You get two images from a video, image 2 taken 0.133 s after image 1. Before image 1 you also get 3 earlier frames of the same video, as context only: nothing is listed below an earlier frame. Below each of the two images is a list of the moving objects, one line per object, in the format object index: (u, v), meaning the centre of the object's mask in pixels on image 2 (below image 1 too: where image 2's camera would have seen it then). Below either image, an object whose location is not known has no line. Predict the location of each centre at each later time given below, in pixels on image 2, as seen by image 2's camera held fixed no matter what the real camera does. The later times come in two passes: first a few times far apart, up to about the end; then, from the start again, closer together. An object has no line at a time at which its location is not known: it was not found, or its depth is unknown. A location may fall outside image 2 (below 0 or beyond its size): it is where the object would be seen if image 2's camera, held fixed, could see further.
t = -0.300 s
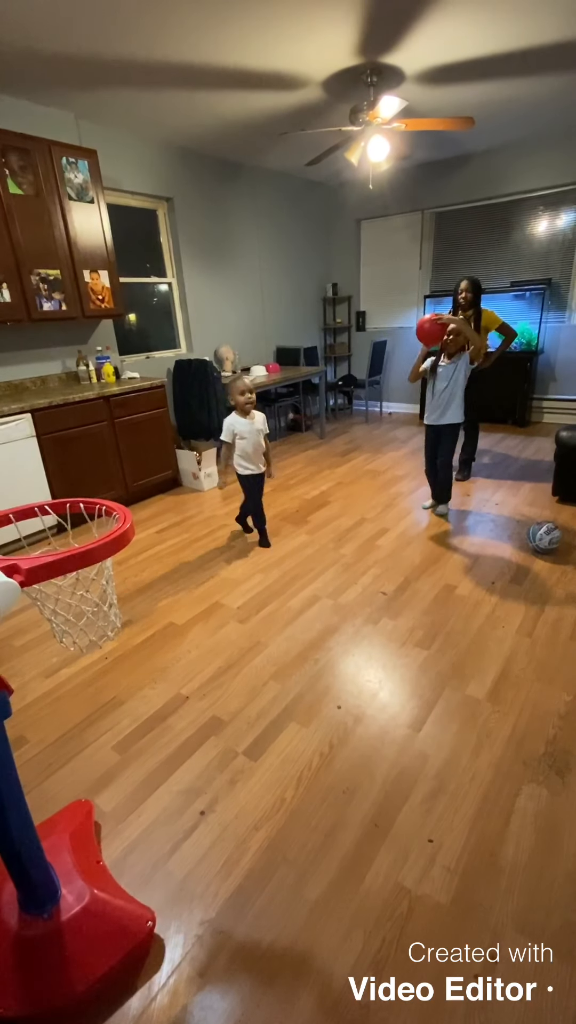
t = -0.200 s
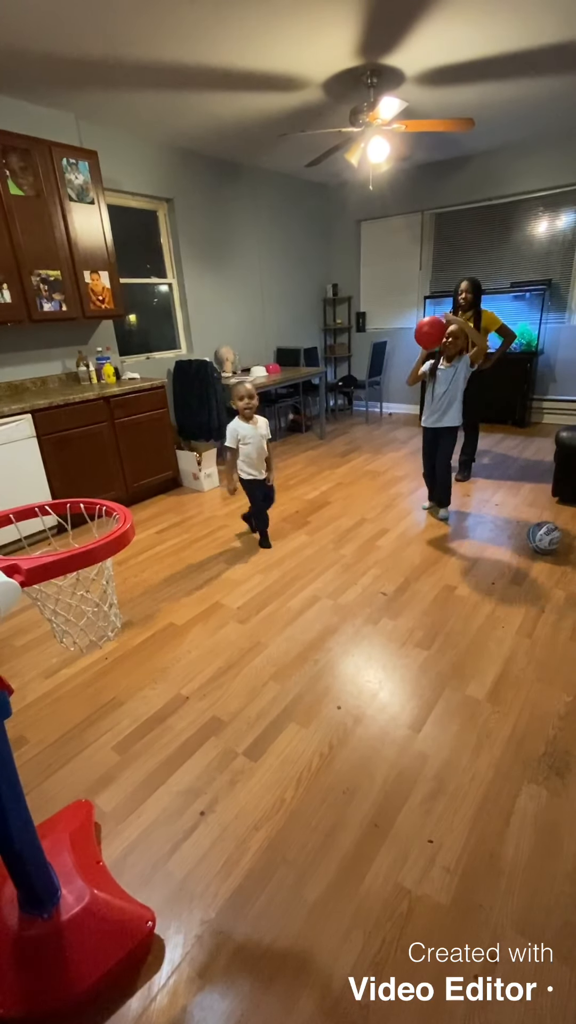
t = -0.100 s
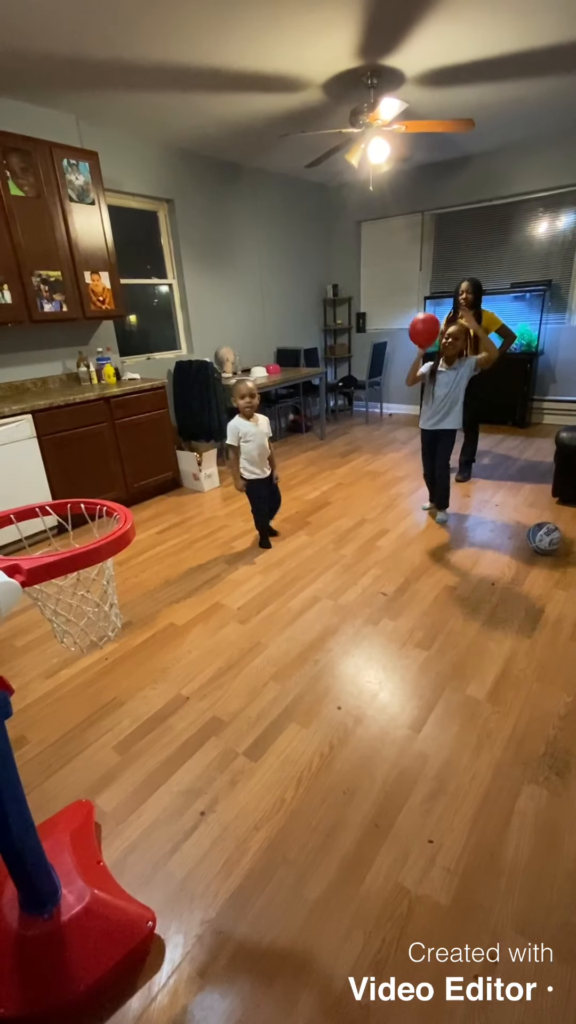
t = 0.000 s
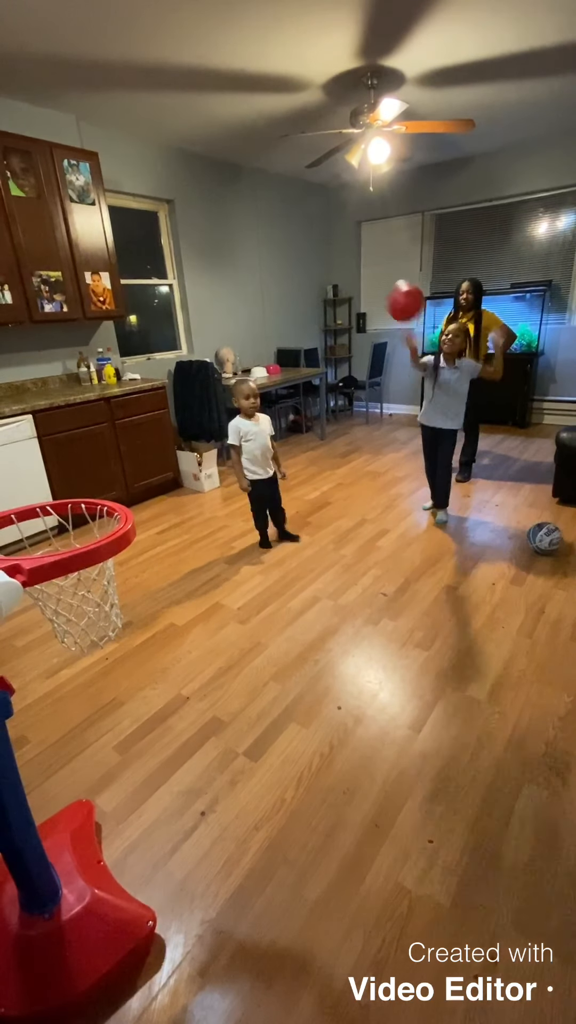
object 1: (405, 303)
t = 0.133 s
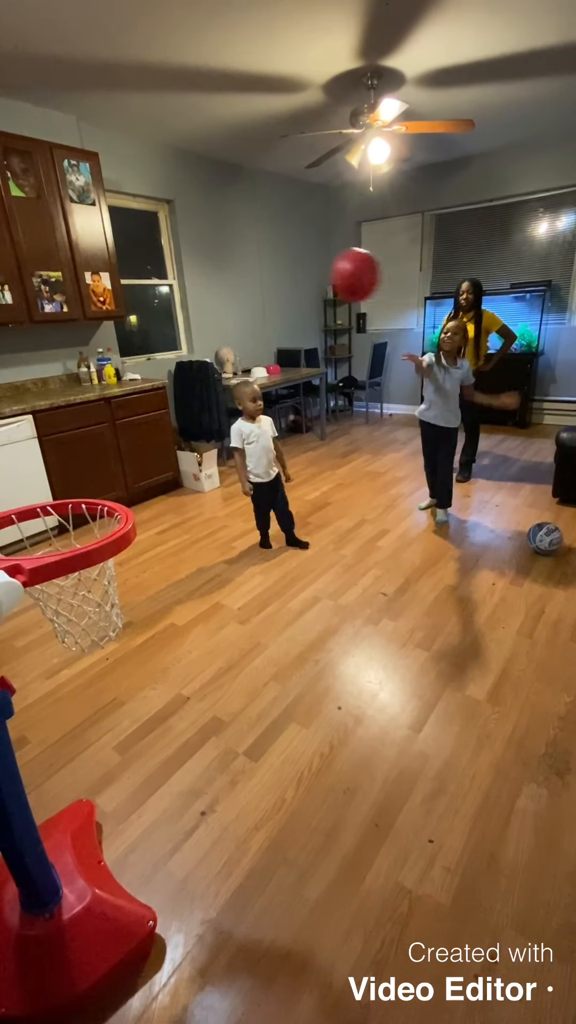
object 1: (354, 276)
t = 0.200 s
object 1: (317, 278)
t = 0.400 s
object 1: (98, 445)
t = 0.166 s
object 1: (337, 276)
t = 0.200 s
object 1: (317, 278)
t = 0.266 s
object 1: (267, 298)
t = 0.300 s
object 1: (235, 319)
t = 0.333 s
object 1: (195, 350)
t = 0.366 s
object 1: (150, 394)
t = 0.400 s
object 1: (98, 445)
